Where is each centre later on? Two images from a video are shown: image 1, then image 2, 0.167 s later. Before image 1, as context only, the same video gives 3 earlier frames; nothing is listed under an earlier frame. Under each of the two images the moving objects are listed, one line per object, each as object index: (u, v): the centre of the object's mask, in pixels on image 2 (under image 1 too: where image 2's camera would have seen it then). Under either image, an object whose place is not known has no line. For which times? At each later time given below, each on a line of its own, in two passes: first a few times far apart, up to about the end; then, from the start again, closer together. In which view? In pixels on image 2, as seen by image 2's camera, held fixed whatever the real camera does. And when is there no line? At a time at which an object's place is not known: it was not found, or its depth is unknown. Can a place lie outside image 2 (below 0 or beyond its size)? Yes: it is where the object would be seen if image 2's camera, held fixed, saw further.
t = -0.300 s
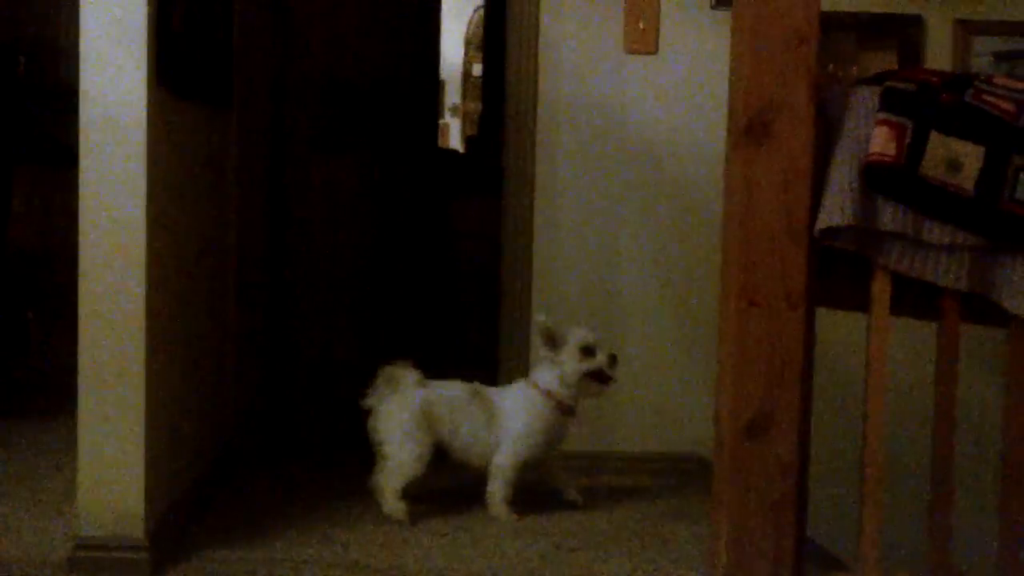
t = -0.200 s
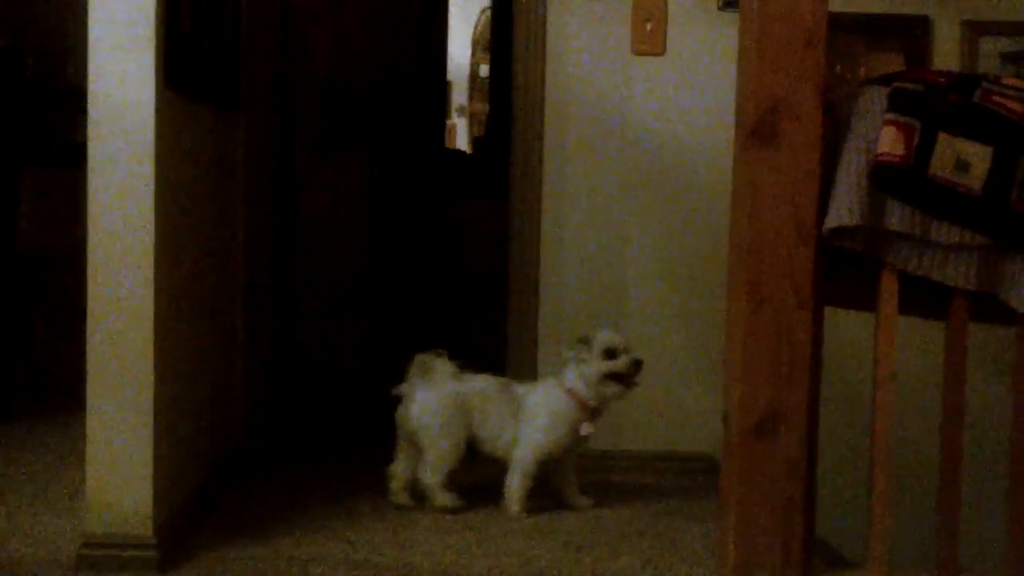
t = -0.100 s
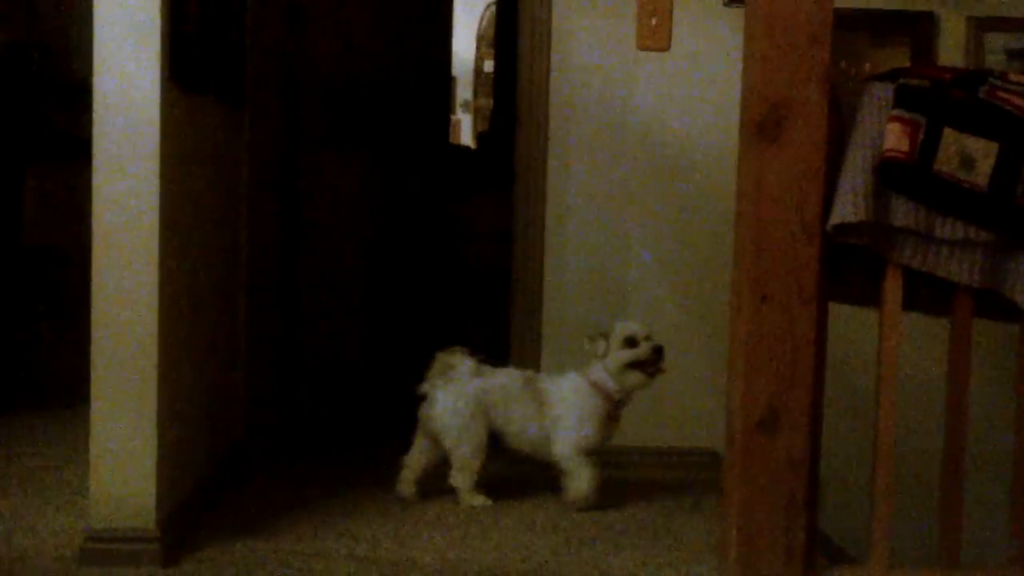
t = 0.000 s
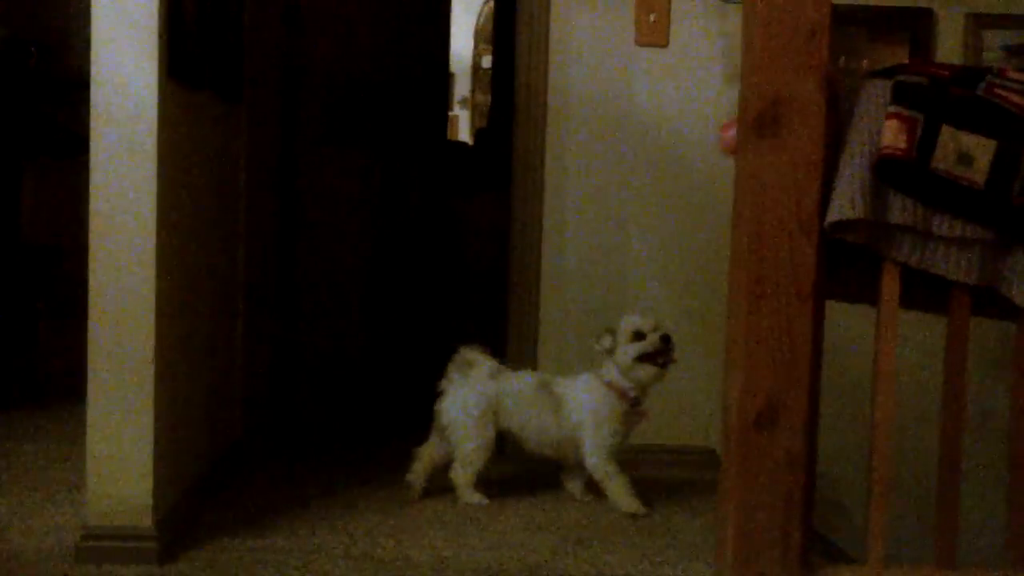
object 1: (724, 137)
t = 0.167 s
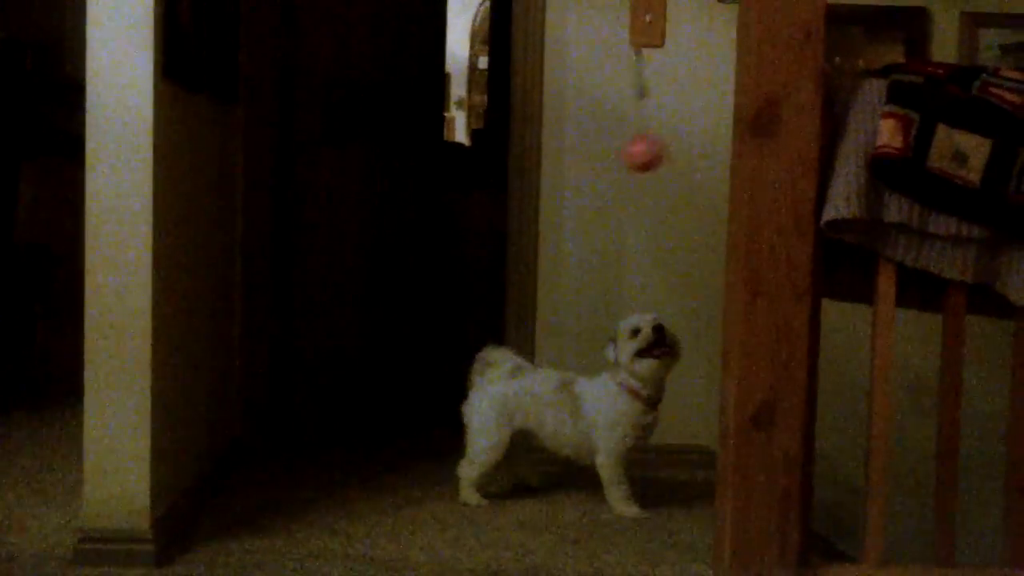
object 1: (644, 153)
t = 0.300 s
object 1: (555, 162)
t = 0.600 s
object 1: (342, 151)
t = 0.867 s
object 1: (190, 117)
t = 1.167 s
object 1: (127, 88)
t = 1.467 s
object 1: (207, 114)
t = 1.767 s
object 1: (398, 151)
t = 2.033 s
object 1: (583, 162)
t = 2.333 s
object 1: (723, 144)
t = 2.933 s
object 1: (696, 145)
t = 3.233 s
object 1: (535, 162)
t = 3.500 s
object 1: (368, 150)
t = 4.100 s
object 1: (174, 104)
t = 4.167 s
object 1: (186, 106)
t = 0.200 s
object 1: (622, 158)
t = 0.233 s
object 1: (601, 160)
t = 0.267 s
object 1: (579, 159)
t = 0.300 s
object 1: (555, 162)
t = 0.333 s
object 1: (531, 164)
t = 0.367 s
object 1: (508, 164)
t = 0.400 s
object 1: (485, 164)
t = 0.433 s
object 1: (463, 164)
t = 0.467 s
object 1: (436, 161)
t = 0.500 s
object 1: (411, 159)
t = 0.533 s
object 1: (389, 158)
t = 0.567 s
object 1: (364, 155)
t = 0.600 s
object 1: (342, 151)
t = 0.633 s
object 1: (321, 147)
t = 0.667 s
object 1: (300, 145)
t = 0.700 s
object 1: (280, 139)
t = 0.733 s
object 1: (259, 136)
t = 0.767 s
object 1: (241, 132)
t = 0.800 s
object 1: (223, 125)
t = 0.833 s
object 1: (205, 119)
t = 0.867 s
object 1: (190, 117)
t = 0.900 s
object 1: (176, 110)
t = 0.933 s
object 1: (163, 106)
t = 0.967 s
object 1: (154, 104)
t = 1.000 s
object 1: (143, 102)
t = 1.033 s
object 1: (135, 96)
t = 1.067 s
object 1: (133, 93)
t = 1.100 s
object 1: (128, 91)
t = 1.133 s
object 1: (126, 91)
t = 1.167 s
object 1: (127, 88)
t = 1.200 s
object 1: (129, 91)
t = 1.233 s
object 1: (132, 94)
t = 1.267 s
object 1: (137, 94)
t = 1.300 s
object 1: (146, 98)
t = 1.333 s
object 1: (154, 100)
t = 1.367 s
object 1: (166, 102)
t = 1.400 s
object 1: (178, 103)
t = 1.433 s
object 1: (192, 109)
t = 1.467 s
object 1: (207, 114)
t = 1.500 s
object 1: (223, 118)
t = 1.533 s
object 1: (243, 121)
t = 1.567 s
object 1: (262, 126)
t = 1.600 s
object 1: (284, 132)
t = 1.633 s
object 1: (307, 136)
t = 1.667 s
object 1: (328, 141)
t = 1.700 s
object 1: (353, 144)
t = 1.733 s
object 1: (374, 147)
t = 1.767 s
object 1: (398, 151)
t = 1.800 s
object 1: (421, 154)
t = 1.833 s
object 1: (445, 157)
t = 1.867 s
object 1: (469, 159)
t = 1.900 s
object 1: (491, 160)
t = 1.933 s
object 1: (514, 160)
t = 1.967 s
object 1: (538, 161)
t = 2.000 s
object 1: (561, 161)
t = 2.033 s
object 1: (583, 162)
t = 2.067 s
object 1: (604, 161)
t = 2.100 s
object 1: (623, 159)
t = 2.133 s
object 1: (641, 156)
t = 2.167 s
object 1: (660, 155)
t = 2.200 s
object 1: (677, 152)
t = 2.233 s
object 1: (693, 151)
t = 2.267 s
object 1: (709, 147)
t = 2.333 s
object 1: (723, 144)
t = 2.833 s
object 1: (723, 138)
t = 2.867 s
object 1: (717, 141)
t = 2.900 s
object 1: (709, 142)
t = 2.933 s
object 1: (696, 145)
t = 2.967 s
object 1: (681, 148)
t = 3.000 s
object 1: (665, 150)
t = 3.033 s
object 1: (648, 153)
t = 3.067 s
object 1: (632, 155)
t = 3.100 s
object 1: (614, 158)
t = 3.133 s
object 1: (595, 159)
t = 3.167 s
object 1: (575, 161)
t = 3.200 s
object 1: (553, 163)
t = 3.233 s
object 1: (535, 162)
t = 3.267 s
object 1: (512, 162)
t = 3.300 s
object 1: (492, 158)
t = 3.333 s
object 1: (471, 157)
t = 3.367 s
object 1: (449, 157)
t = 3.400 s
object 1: (429, 157)
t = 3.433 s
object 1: (409, 156)
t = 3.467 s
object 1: (388, 154)
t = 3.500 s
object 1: (368, 150)
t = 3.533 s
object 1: (349, 148)
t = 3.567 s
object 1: (330, 144)
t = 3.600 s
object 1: (312, 139)
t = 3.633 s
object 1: (294, 137)
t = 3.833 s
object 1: (209, 116)
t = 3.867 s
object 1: (198, 116)
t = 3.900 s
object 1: (192, 111)
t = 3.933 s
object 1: (184, 109)
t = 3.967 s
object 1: (181, 106)
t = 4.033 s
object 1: (173, 104)
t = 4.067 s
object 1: (173, 104)
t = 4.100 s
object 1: (174, 104)
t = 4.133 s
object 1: (180, 104)
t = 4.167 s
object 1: (186, 106)
